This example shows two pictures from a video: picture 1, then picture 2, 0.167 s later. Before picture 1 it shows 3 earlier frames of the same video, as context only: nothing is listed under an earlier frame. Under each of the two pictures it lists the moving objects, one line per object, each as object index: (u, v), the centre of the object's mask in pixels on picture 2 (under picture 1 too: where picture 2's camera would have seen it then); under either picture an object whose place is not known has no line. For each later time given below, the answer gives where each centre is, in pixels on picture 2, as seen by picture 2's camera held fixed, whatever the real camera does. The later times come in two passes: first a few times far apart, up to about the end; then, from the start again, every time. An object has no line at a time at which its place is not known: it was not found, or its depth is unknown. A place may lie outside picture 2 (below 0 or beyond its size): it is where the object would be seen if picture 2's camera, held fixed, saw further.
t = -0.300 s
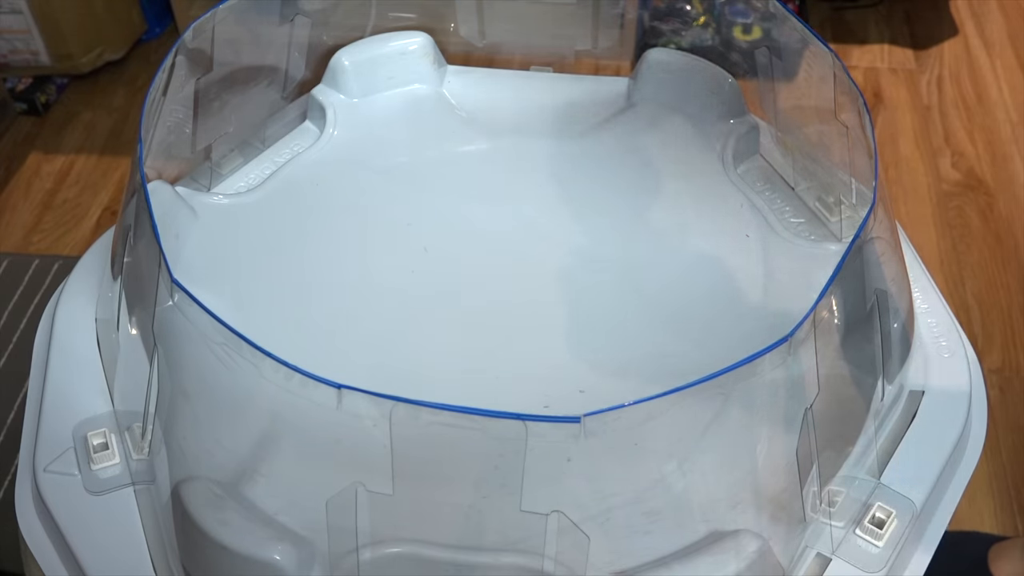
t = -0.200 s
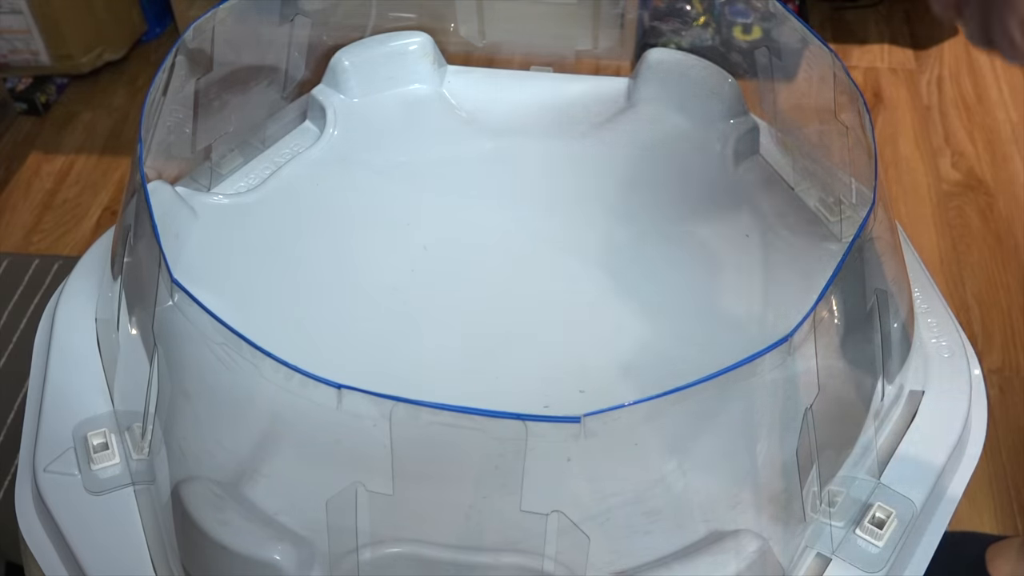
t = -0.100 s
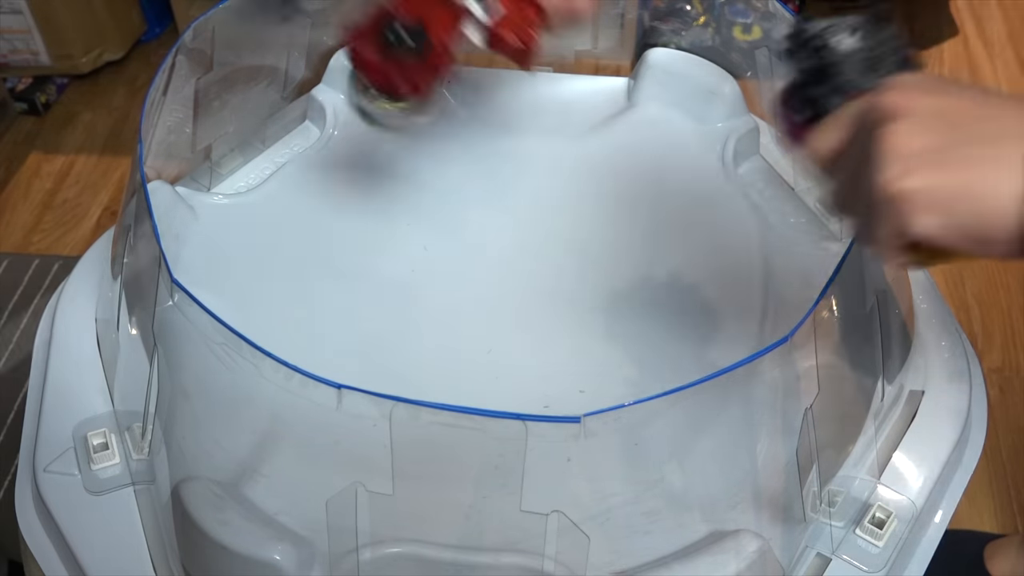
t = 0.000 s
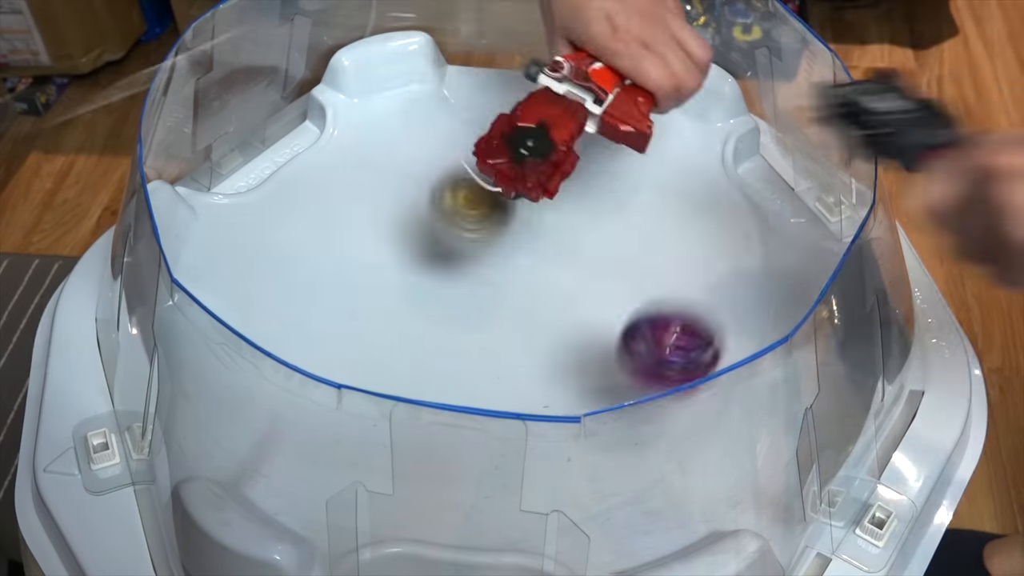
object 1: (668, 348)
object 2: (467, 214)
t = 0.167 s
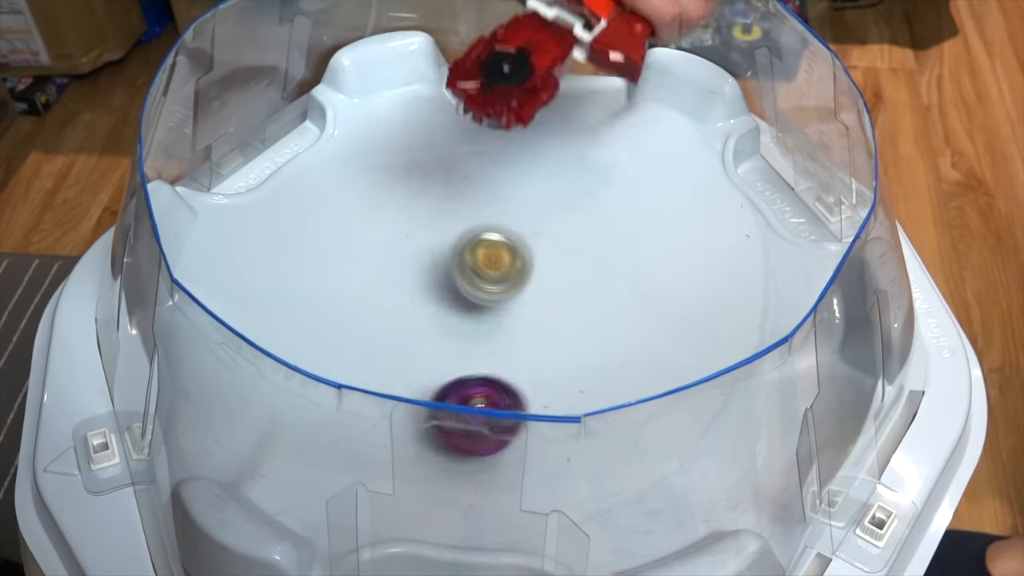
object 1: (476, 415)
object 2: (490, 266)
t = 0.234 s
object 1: (419, 401)
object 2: (513, 306)
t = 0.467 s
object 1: (400, 262)
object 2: (582, 297)
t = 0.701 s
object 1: (589, 189)
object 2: (557, 267)
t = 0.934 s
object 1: (751, 269)
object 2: (496, 262)
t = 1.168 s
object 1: (728, 396)
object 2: (518, 290)
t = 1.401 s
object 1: (700, 448)
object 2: (579, 302)
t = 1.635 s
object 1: (736, 397)
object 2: (579, 278)
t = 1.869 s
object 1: (695, 339)
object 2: (544, 280)
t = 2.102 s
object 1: (568, 321)
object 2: (482, 319)
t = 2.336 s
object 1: (582, 314)
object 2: (366, 329)
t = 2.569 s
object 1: (555, 311)
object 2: (478, 325)
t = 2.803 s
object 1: (666, 235)
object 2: (464, 350)
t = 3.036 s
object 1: (643, 256)
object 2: (497, 343)
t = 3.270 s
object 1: (558, 297)
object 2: (461, 314)
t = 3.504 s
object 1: (481, 286)
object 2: (409, 306)
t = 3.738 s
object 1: (471, 249)
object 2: (418, 328)
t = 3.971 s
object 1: (497, 246)
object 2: (469, 309)
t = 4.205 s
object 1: (520, 223)
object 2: (490, 309)
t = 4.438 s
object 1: (583, 140)
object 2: (442, 375)
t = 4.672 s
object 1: (606, 162)
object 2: (567, 415)
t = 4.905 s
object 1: (594, 236)
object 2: (654, 269)
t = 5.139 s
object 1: (447, 267)
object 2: (586, 173)
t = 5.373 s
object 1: (446, 296)
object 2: (374, 188)
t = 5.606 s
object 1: (486, 310)
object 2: (294, 380)
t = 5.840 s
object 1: (486, 330)
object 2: (590, 502)
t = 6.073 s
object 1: (476, 340)
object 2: (814, 344)
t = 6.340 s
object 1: (496, 331)
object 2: (714, 176)
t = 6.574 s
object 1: (510, 325)
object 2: (524, 67)
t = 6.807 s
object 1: (523, 322)
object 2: (382, 129)
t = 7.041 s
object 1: (532, 316)
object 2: (275, 304)
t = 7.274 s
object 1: (536, 306)
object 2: (463, 511)
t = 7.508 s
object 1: (535, 298)
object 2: (803, 416)
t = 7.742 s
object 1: (523, 295)
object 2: (768, 233)
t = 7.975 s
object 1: (514, 295)
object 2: (582, 99)
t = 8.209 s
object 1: (504, 297)
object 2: (416, 92)
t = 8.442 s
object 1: (499, 298)
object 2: (296, 212)
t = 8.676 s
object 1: (498, 309)
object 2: (281, 420)
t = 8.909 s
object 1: (501, 319)
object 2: (539, 505)
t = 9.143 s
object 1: (509, 324)
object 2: (811, 376)
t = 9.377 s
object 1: (520, 323)
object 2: (677, 331)
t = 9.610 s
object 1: (395, 320)
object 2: (557, 223)
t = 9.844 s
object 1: (402, 280)
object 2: (390, 210)
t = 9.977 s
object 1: (476, 316)
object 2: (323, 246)
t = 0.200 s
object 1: (442, 421)
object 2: (501, 280)
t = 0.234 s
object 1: (419, 401)
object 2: (513, 306)
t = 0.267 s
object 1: (398, 389)
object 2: (524, 306)
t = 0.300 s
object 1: (386, 363)
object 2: (536, 300)
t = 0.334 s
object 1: (376, 347)
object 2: (548, 303)
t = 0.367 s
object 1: (372, 326)
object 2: (560, 308)
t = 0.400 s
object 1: (376, 303)
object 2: (569, 305)
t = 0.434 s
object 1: (385, 282)
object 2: (577, 300)
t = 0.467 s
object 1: (400, 262)
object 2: (582, 297)
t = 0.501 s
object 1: (419, 243)
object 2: (585, 291)
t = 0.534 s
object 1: (443, 227)
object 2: (586, 287)
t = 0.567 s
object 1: (469, 213)
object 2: (583, 283)
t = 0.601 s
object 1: (498, 202)
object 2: (579, 278)
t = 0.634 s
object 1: (528, 194)
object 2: (573, 274)
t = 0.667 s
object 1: (558, 190)
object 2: (566, 271)
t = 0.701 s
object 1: (589, 189)
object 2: (557, 267)
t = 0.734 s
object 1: (619, 193)
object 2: (547, 265)
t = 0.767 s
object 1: (647, 199)
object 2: (537, 263)
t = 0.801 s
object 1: (673, 209)
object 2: (527, 262)
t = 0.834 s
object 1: (698, 220)
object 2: (517, 261)
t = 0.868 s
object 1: (719, 235)
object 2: (508, 260)
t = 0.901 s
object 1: (738, 251)
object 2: (501, 260)
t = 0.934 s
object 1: (751, 269)
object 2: (496, 262)
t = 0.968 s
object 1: (759, 288)
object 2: (494, 263)
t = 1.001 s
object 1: (763, 306)
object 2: (492, 266)
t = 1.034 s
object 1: (761, 325)
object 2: (494, 270)
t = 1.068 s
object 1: (755, 345)
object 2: (497, 275)
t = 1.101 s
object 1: (746, 365)
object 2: (503, 280)
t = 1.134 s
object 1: (737, 381)
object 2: (510, 285)
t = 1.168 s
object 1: (728, 396)
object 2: (518, 290)
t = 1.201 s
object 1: (720, 410)
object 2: (528, 294)
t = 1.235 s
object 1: (712, 424)
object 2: (537, 298)
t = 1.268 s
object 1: (704, 435)
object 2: (549, 301)
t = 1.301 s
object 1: (698, 443)
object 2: (558, 303)
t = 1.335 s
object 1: (697, 449)
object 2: (566, 303)
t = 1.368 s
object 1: (697, 450)
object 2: (573, 303)
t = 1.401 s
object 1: (700, 448)
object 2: (579, 302)
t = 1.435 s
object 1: (706, 444)
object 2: (584, 299)
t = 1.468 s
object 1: (714, 436)
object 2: (586, 297)
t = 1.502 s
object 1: (720, 429)
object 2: (587, 294)
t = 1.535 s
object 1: (727, 421)
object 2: (587, 289)
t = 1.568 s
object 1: (731, 414)
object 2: (586, 286)
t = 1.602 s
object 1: (734, 405)
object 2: (582, 281)
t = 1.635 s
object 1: (736, 397)
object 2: (579, 278)
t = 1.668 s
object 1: (737, 388)
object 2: (575, 275)
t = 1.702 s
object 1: (738, 379)
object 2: (570, 272)
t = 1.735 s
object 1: (737, 370)
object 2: (564, 271)
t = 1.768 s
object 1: (734, 361)
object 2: (560, 271)
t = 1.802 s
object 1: (724, 352)
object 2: (554, 273)
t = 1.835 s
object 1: (709, 342)
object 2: (549, 276)
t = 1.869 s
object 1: (695, 339)
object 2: (544, 280)
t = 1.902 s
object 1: (676, 332)
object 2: (540, 285)
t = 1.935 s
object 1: (653, 327)
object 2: (536, 292)
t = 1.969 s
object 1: (628, 323)
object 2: (532, 299)
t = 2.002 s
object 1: (608, 321)
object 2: (524, 305)
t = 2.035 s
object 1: (594, 320)
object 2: (509, 310)
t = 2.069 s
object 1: (579, 321)
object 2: (496, 314)
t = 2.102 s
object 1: (568, 321)
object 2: (482, 319)
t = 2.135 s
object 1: (578, 317)
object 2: (451, 322)
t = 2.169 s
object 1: (584, 314)
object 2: (423, 325)
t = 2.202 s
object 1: (587, 313)
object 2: (400, 326)
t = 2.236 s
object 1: (588, 312)
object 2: (383, 327)
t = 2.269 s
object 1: (587, 313)
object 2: (371, 327)
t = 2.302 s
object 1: (585, 313)
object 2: (365, 328)
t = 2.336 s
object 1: (582, 314)
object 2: (366, 329)
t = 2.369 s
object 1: (579, 315)
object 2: (371, 330)
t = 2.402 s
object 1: (574, 316)
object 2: (381, 331)
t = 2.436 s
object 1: (570, 316)
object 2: (395, 332)
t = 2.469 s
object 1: (566, 316)
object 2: (414, 332)
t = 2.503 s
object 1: (561, 315)
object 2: (434, 331)
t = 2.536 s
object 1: (557, 314)
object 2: (456, 329)
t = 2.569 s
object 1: (555, 311)
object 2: (478, 325)
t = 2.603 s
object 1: (583, 294)
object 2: (471, 329)
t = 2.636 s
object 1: (609, 277)
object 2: (465, 335)
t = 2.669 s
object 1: (629, 261)
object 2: (461, 339)
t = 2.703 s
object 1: (644, 250)
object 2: (459, 342)
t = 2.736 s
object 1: (655, 242)
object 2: (459, 345)
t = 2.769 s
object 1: (662, 237)
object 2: (461, 348)
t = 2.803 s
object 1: (666, 235)
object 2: (464, 350)
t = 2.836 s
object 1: (667, 235)
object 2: (470, 351)
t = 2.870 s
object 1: (667, 237)
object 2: (477, 351)
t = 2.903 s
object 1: (665, 239)
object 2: (484, 351)
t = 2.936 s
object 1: (661, 243)
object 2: (489, 349)
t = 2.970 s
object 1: (657, 246)
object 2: (493, 348)
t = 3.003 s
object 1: (651, 251)
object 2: (496, 346)
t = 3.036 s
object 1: (643, 256)
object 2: (497, 343)
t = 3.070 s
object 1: (634, 263)
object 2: (496, 340)
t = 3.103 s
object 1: (624, 269)
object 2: (493, 337)
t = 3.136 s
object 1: (612, 276)
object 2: (489, 332)
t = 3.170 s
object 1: (600, 282)
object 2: (483, 328)
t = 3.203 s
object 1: (587, 288)
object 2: (476, 323)
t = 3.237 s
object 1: (574, 293)
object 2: (469, 319)
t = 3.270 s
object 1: (558, 297)
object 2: (461, 314)
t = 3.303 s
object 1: (544, 300)
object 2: (452, 311)
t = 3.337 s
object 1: (531, 301)
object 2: (444, 308)
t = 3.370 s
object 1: (518, 300)
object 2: (436, 306)
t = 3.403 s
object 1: (506, 299)
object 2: (429, 304)
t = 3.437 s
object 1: (497, 296)
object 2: (421, 304)
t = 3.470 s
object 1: (490, 291)
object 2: (415, 304)
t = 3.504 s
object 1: (481, 286)
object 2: (409, 306)
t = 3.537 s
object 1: (476, 280)
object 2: (407, 308)
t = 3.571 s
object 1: (470, 274)
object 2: (403, 310)
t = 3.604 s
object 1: (467, 268)
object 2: (403, 314)
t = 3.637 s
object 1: (465, 262)
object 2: (405, 318)
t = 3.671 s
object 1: (466, 257)
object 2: (408, 321)
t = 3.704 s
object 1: (468, 253)
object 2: (413, 325)
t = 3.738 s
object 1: (471, 249)
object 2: (418, 328)
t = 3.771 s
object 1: (474, 246)
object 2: (423, 330)
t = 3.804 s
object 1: (478, 244)
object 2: (431, 332)
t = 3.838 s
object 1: (482, 243)
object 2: (438, 331)
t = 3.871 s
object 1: (486, 243)
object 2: (446, 328)
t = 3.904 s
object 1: (490, 243)
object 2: (454, 324)
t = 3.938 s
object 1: (493, 245)
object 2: (461, 318)
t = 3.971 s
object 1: (497, 246)
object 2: (469, 309)
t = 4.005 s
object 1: (501, 243)
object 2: (474, 304)
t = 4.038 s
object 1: (506, 231)
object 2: (478, 310)
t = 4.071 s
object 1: (511, 221)
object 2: (480, 315)
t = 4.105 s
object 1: (515, 216)
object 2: (482, 316)
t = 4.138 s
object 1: (518, 215)
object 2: (486, 316)
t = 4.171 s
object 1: (519, 218)
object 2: (488, 313)
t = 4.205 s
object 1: (520, 223)
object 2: (490, 309)
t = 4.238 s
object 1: (520, 229)
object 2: (492, 303)
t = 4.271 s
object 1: (521, 233)
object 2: (493, 295)
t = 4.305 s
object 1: (530, 220)
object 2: (479, 308)
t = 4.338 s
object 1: (546, 192)
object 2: (462, 329)
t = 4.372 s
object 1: (561, 169)
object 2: (449, 349)
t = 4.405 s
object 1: (573, 152)
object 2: (442, 365)
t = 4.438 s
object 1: (583, 140)
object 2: (442, 375)
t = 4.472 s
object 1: (591, 134)
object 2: (444, 397)
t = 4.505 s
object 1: (596, 132)
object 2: (452, 408)
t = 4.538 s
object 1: (600, 135)
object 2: (468, 416)
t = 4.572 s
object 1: (602, 140)
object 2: (488, 422)
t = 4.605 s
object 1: (604, 146)
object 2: (512, 424)
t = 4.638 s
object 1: (605, 153)
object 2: (539, 422)
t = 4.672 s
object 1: (606, 162)
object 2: (567, 415)
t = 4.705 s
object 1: (607, 171)
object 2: (595, 404)
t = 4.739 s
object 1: (606, 181)
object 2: (619, 387)
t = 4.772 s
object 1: (605, 192)
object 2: (638, 364)
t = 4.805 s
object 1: (604, 204)
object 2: (651, 340)
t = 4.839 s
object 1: (603, 210)
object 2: (656, 326)
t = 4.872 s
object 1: (599, 223)
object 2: (658, 298)
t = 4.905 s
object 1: (594, 236)
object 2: (654, 269)
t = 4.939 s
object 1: (572, 241)
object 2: (658, 249)
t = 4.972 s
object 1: (544, 243)
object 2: (659, 233)
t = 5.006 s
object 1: (518, 247)
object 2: (654, 217)
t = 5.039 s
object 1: (495, 251)
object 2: (644, 203)
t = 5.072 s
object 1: (475, 256)
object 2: (629, 192)
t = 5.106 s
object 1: (459, 262)
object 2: (609, 181)
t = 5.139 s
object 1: (447, 267)
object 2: (586, 173)
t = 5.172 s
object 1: (439, 273)
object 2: (561, 165)
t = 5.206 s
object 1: (435, 279)
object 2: (533, 161)
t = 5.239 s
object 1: (434, 283)
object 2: (502, 158)
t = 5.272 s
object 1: (434, 288)
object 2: (470, 160)
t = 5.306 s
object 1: (437, 291)
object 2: (437, 165)
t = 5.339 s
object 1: (441, 294)
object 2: (405, 175)
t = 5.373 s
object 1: (446, 296)
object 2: (374, 188)
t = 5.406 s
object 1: (451, 298)
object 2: (346, 205)
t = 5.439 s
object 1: (457, 300)
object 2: (321, 227)
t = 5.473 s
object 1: (463, 302)
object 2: (302, 253)
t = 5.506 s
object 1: (470, 304)
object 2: (288, 281)
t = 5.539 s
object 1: (476, 306)
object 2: (282, 312)
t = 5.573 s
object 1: (481, 308)
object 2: (284, 347)
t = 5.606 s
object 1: (486, 310)
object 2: (294, 380)
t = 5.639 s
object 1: (489, 313)
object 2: (314, 413)
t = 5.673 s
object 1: (491, 315)
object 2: (342, 443)
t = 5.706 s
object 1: (492, 318)
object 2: (382, 468)
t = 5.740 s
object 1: (492, 321)
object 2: (429, 489)
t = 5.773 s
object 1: (491, 324)
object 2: (478, 500)
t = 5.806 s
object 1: (489, 327)
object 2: (533, 505)
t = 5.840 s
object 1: (486, 330)
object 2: (590, 502)
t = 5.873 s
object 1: (483, 333)
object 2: (645, 490)
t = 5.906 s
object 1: (480, 336)
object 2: (693, 471)
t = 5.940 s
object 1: (478, 338)
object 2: (740, 457)
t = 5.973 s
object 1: (475, 340)
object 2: (774, 438)
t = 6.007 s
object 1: (475, 341)
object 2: (803, 412)
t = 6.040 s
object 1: (475, 341)
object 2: (809, 381)
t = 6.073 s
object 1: (476, 340)
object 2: (814, 344)
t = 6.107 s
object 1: (478, 339)
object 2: (811, 315)
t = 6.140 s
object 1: (480, 338)
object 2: (805, 289)
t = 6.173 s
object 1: (482, 337)
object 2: (798, 276)
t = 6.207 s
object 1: (485, 336)
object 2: (789, 256)
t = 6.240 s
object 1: (488, 334)
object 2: (779, 235)
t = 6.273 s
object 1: (490, 333)
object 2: (758, 215)
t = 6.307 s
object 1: (493, 332)
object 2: (738, 196)
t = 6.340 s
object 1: (496, 331)
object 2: (714, 176)
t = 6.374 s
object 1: (499, 330)
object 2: (690, 155)
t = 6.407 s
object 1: (501, 328)
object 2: (663, 136)
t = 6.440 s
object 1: (503, 327)
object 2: (634, 117)
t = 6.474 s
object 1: (505, 326)
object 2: (602, 103)
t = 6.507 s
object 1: (507, 325)
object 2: (573, 91)
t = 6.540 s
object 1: (509, 325)
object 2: (548, 74)
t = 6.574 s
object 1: (510, 325)
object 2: (524, 67)
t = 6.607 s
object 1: (512, 324)
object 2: (498, 71)
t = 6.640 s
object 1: (513, 325)
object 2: (470, 78)
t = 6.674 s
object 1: (516, 324)
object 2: (449, 82)
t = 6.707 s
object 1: (518, 324)
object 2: (433, 87)
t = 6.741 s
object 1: (519, 323)
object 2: (417, 99)
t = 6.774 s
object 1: (521, 322)
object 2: (399, 113)
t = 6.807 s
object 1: (523, 322)
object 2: (382, 129)
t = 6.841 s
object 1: (524, 321)
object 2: (364, 145)
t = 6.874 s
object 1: (526, 320)
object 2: (346, 165)
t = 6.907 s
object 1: (527, 320)
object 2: (327, 187)
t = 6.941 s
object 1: (529, 319)
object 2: (309, 212)
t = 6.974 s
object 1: (531, 318)
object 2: (295, 240)
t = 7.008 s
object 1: (531, 317)
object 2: (282, 272)
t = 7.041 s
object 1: (532, 316)
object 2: (275, 304)
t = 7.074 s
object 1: (533, 315)
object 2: (276, 340)
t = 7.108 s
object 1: (534, 313)
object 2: (285, 377)
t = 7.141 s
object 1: (535, 312)
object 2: (302, 412)
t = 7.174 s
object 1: (535, 310)
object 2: (330, 446)
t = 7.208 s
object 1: (536, 309)
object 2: (365, 477)
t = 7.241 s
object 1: (536, 307)
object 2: (410, 502)
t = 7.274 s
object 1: (536, 306)
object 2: (463, 511)
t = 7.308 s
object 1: (537, 305)
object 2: (519, 515)
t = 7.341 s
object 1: (537, 303)
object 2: (577, 508)
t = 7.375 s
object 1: (536, 302)
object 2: (633, 496)
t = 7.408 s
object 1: (537, 301)
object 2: (684, 477)
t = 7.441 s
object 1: (536, 300)
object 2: (735, 460)
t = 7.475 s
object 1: (535, 299)
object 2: (773, 443)
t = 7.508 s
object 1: (535, 298)
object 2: (803, 416)
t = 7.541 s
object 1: (534, 297)
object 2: (809, 383)
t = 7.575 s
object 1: (532, 297)
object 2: (806, 352)
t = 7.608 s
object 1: (530, 296)
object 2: (808, 315)
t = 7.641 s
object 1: (529, 296)
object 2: (803, 288)
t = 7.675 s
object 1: (526, 295)
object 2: (796, 273)
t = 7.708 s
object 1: (524, 295)
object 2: (784, 253)
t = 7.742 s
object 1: (523, 295)
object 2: (768, 233)
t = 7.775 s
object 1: (521, 295)
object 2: (749, 210)
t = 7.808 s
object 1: (520, 295)
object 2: (725, 191)
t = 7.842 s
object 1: (519, 295)
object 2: (699, 169)
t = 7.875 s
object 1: (518, 295)
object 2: (674, 149)
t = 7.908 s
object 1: (516, 294)
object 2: (645, 130)
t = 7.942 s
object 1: (515, 295)
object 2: (613, 111)
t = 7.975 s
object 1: (514, 295)
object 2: (582, 99)
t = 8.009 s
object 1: (512, 295)
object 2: (553, 85)
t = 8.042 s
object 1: (510, 295)
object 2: (529, 71)
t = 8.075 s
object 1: (509, 296)
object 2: (502, 68)
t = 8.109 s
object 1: (507, 296)
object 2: (475, 73)
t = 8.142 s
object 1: (506, 296)
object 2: (449, 78)
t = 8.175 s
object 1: (505, 296)
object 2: (431, 81)
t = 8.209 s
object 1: (504, 297)
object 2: (416, 92)
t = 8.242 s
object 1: (503, 297)
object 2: (399, 104)
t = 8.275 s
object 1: (502, 297)
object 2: (383, 115)
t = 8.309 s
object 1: (502, 297)
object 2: (366, 130)
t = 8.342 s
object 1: (500, 297)
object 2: (349, 149)
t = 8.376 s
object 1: (500, 297)
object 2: (331, 167)
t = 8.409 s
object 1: (499, 297)
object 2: (313, 188)
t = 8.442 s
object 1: (499, 298)
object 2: (296, 212)
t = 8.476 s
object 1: (498, 299)
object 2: (283, 239)
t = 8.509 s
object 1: (498, 300)
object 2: (271, 267)
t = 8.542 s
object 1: (498, 302)
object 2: (263, 299)
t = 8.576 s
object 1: (497, 303)
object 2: (261, 333)
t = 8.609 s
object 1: (498, 305)
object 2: (266, 366)
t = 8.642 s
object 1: (498, 307)
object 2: (272, 395)
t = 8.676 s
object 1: (498, 309)
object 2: (281, 420)
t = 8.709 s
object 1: (497, 310)
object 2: (298, 445)
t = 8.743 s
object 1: (498, 312)
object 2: (320, 466)
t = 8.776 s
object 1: (498, 314)
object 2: (354, 487)
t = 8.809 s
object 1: (499, 315)
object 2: (393, 500)
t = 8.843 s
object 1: (500, 317)
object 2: (444, 508)
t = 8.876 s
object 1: (500, 318)
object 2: (489, 509)
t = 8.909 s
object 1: (501, 319)
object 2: (539, 505)
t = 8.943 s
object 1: (502, 320)
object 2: (591, 496)
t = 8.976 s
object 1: (503, 322)
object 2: (639, 480)
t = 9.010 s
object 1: (504, 322)
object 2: (682, 458)
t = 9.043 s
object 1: (506, 323)
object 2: (724, 439)
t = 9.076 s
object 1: (507, 323)
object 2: (762, 414)
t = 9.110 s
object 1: (508, 324)
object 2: (793, 393)
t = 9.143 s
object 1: (509, 324)
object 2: (811, 376)
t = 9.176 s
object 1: (510, 325)
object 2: (829, 355)
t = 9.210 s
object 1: (512, 325)
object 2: (812, 338)
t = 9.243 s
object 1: (514, 324)
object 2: (790, 334)
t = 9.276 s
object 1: (516, 324)
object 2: (764, 340)
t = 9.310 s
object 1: (517, 323)
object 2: (735, 329)
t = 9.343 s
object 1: (519, 323)
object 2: (706, 334)
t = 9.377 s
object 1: (520, 323)
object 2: (677, 331)
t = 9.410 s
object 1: (522, 323)
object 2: (646, 325)
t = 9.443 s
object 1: (524, 322)
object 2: (614, 316)
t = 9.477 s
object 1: (508, 323)
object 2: (596, 300)
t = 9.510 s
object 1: (473, 326)
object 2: (593, 281)
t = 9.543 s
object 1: (442, 326)
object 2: (585, 260)
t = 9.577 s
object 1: (415, 323)
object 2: (573, 241)
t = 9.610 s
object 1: (395, 320)
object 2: (557, 223)
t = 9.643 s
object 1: (381, 315)
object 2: (536, 209)
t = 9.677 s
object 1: (374, 310)
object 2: (513, 198)
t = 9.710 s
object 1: (372, 305)
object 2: (488, 192)
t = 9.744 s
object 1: (376, 299)
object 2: (462, 191)
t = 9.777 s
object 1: (383, 293)
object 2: (438, 193)
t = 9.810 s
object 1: (392, 286)
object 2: (413, 200)
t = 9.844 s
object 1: (402, 280)
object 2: (390, 210)
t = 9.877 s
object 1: (419, 290)
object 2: (368, 215)
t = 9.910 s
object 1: (438, 300)
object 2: (349, 222)
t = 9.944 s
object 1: (457, 309)
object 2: (334, 232)
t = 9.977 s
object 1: (476, 316)
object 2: (323, 246)
